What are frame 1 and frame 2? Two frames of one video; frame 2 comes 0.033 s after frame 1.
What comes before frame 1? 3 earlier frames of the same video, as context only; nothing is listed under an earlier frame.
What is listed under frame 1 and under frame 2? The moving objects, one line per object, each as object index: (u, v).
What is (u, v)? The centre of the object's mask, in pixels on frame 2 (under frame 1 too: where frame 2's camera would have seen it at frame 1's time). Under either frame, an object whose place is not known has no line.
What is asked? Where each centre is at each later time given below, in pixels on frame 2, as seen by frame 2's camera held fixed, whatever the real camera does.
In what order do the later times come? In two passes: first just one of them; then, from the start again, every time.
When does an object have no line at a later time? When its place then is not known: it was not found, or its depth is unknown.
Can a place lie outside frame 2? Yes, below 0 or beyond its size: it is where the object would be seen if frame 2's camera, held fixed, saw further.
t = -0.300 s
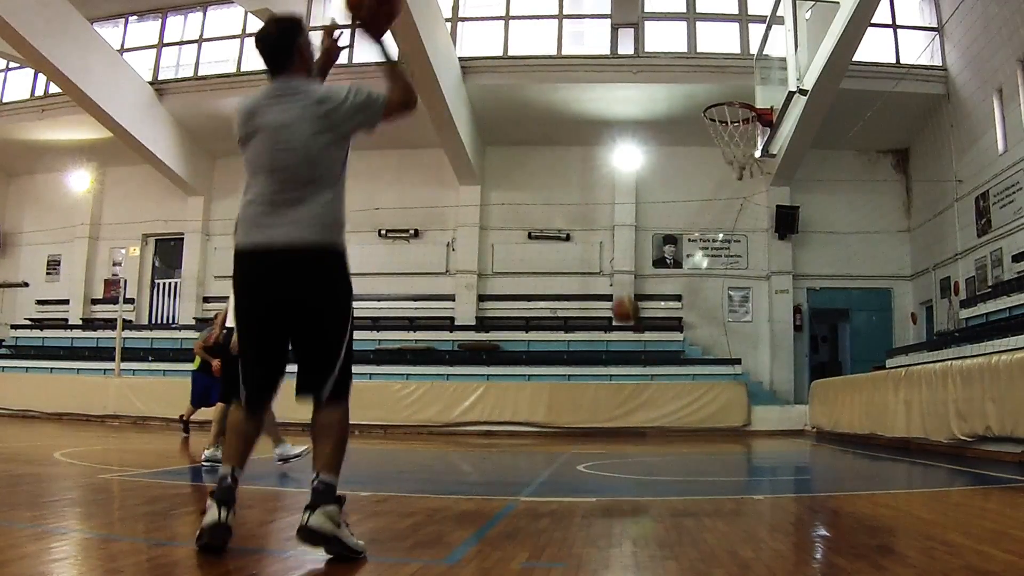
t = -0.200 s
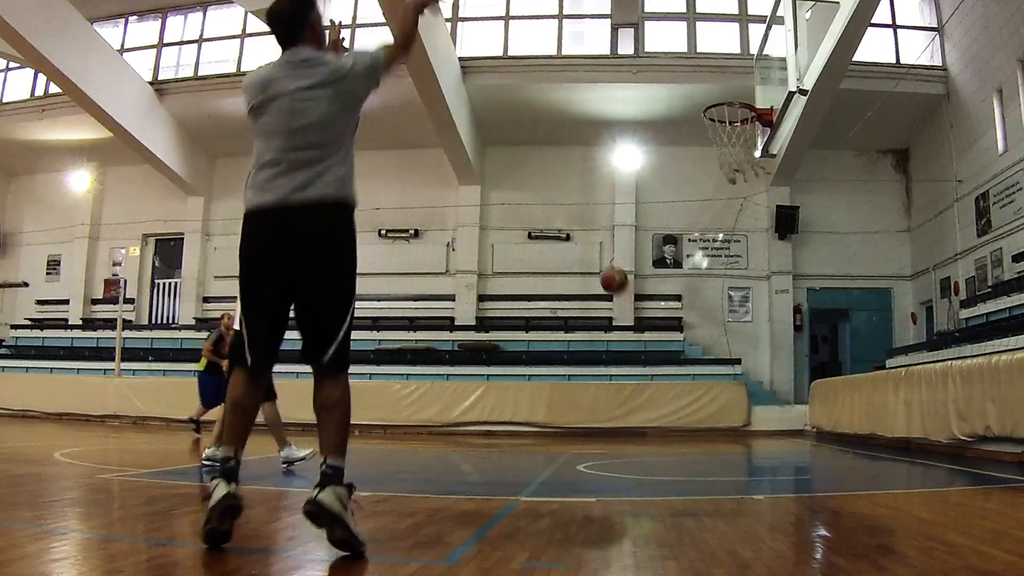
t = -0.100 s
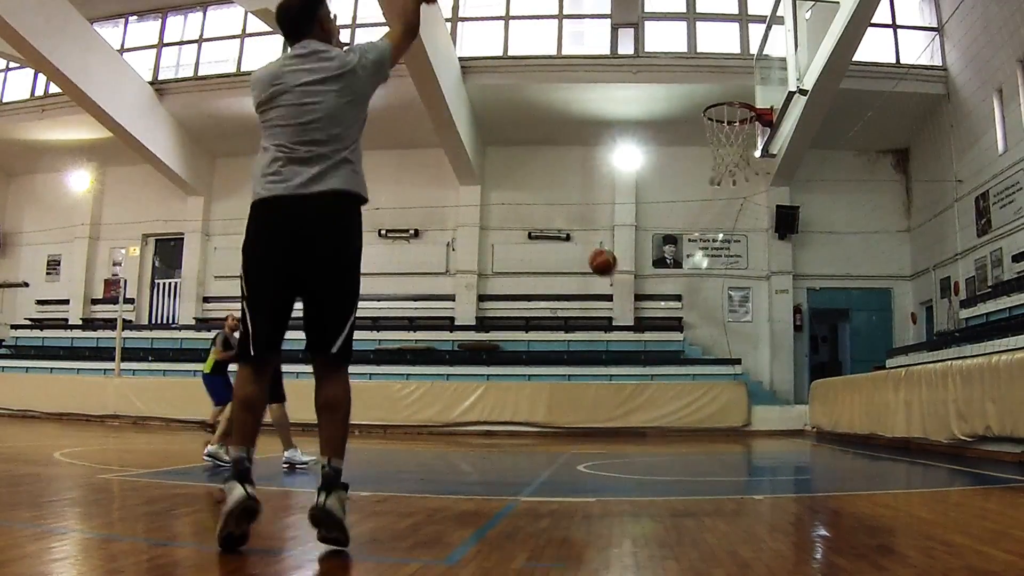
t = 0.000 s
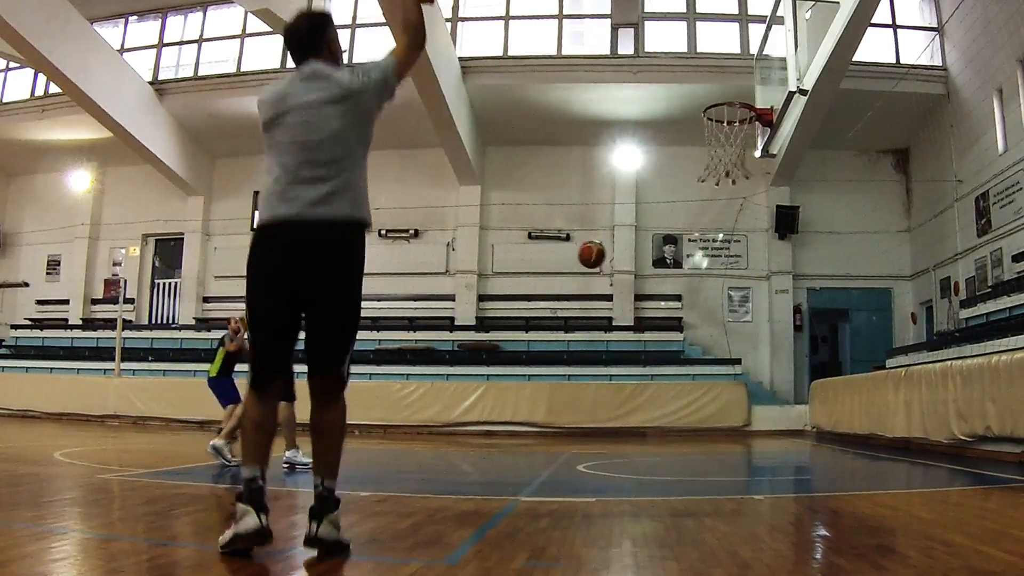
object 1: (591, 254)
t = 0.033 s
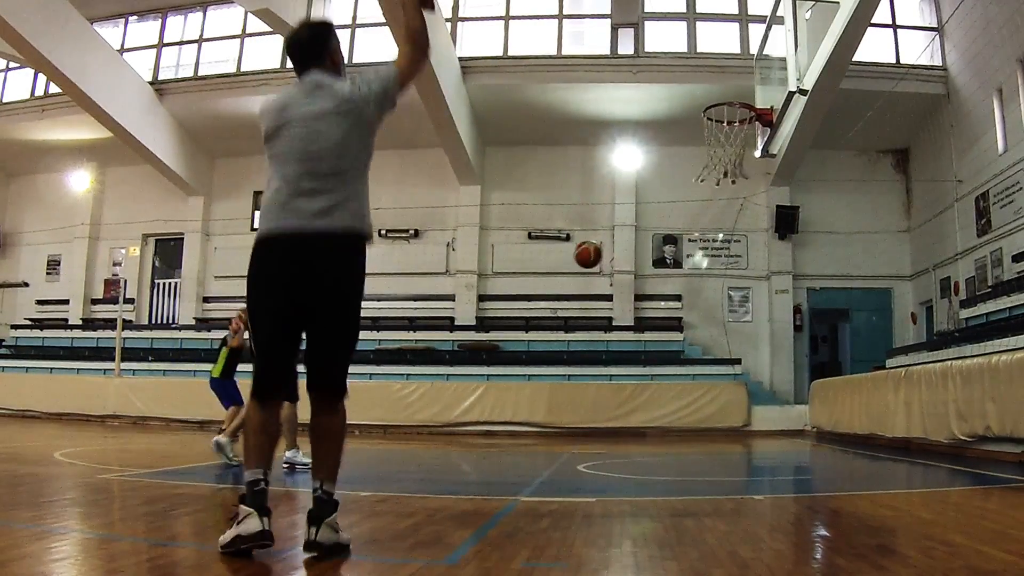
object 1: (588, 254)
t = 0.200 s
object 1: (569, 272)
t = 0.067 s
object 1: (584, 256)
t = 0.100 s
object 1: (580, 258)
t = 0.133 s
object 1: (576, 261)
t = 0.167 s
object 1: (572, 266)
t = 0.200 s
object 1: (569, 272)
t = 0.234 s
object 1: (564, 279)
